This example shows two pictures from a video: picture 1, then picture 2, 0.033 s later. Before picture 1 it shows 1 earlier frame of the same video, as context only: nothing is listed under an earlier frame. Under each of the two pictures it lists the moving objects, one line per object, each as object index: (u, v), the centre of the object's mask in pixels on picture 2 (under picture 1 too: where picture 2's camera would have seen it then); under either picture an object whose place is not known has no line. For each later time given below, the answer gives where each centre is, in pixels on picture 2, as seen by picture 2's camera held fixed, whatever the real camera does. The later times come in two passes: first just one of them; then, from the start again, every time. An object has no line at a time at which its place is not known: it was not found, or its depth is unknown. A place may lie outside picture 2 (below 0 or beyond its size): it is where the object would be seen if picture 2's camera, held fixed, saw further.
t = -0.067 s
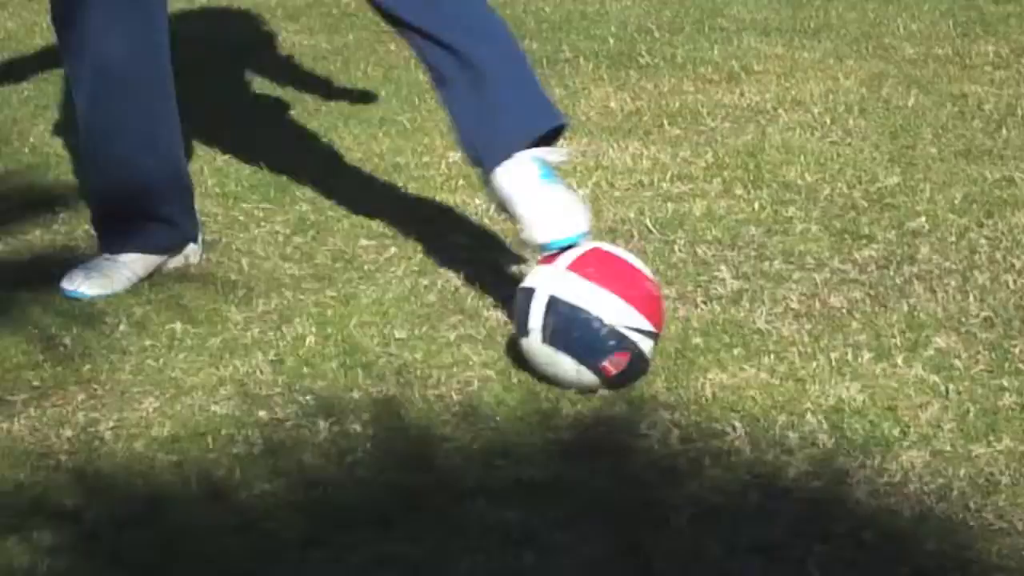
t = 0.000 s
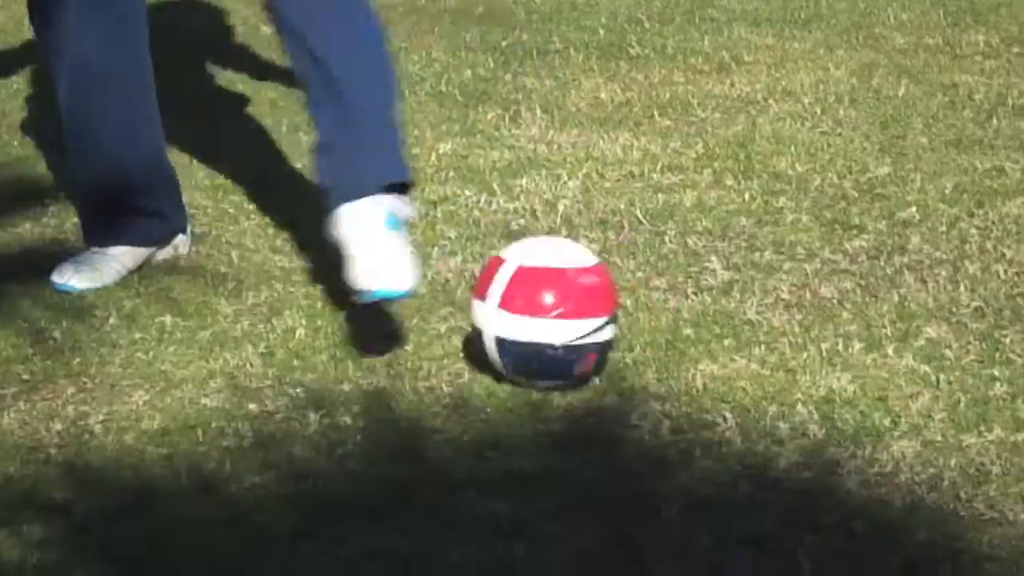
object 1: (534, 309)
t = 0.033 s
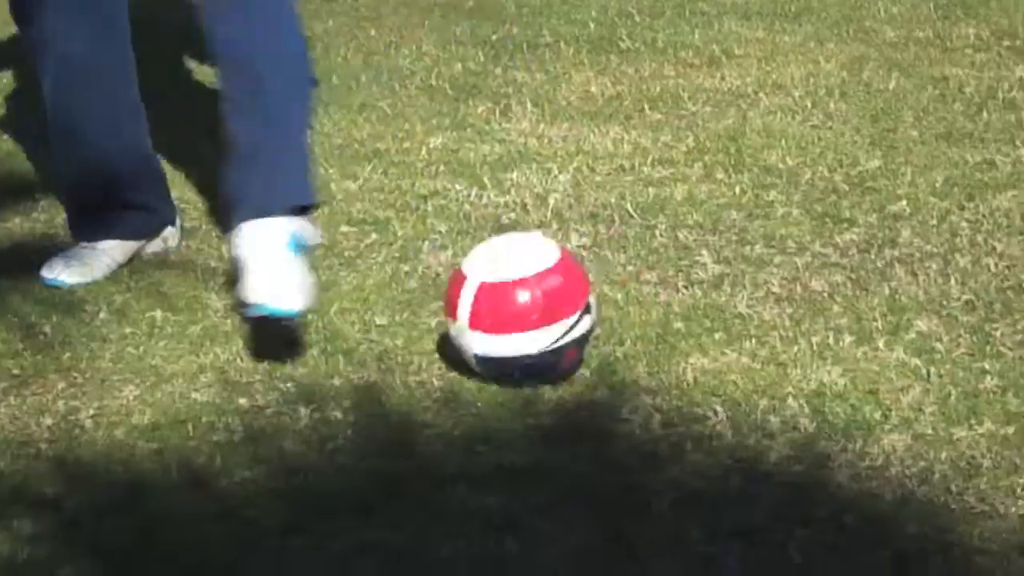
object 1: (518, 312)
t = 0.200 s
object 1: (436, 347)
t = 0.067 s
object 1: (501, 319)
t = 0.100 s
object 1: (484, 327)
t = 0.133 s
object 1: (468, 332)
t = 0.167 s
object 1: (452, 340)
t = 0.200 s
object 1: (436, 347)
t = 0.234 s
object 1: (419, 349)
